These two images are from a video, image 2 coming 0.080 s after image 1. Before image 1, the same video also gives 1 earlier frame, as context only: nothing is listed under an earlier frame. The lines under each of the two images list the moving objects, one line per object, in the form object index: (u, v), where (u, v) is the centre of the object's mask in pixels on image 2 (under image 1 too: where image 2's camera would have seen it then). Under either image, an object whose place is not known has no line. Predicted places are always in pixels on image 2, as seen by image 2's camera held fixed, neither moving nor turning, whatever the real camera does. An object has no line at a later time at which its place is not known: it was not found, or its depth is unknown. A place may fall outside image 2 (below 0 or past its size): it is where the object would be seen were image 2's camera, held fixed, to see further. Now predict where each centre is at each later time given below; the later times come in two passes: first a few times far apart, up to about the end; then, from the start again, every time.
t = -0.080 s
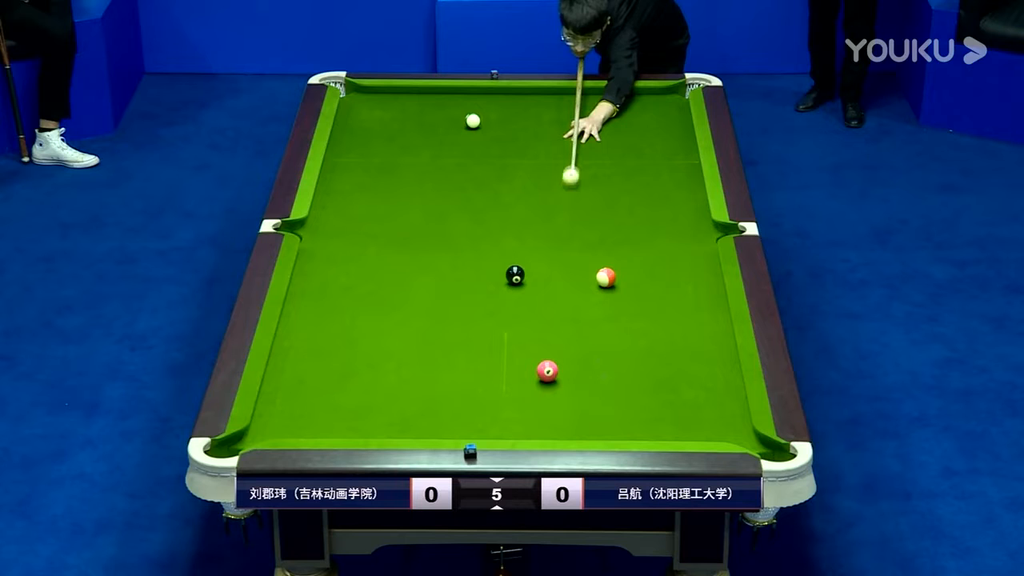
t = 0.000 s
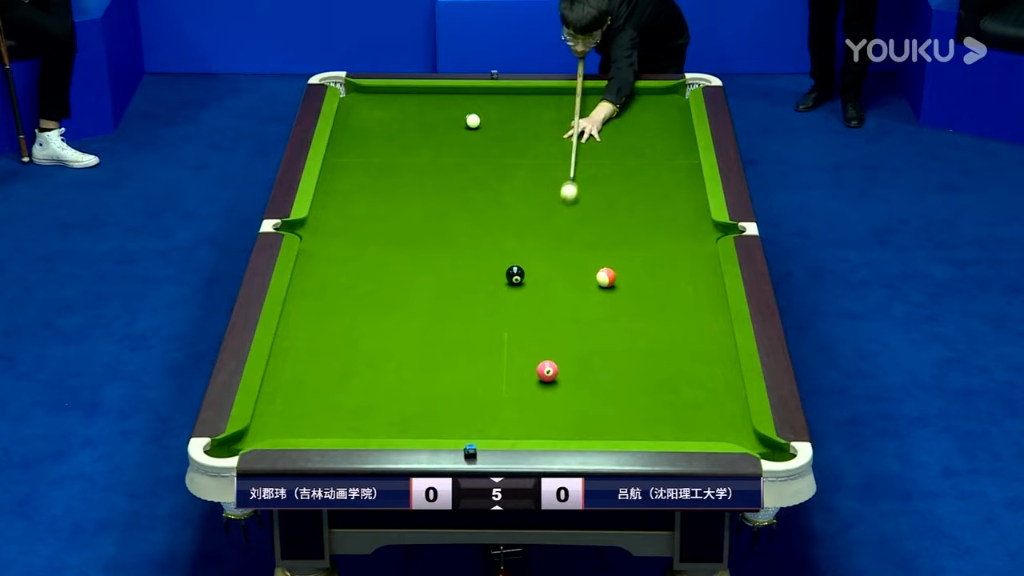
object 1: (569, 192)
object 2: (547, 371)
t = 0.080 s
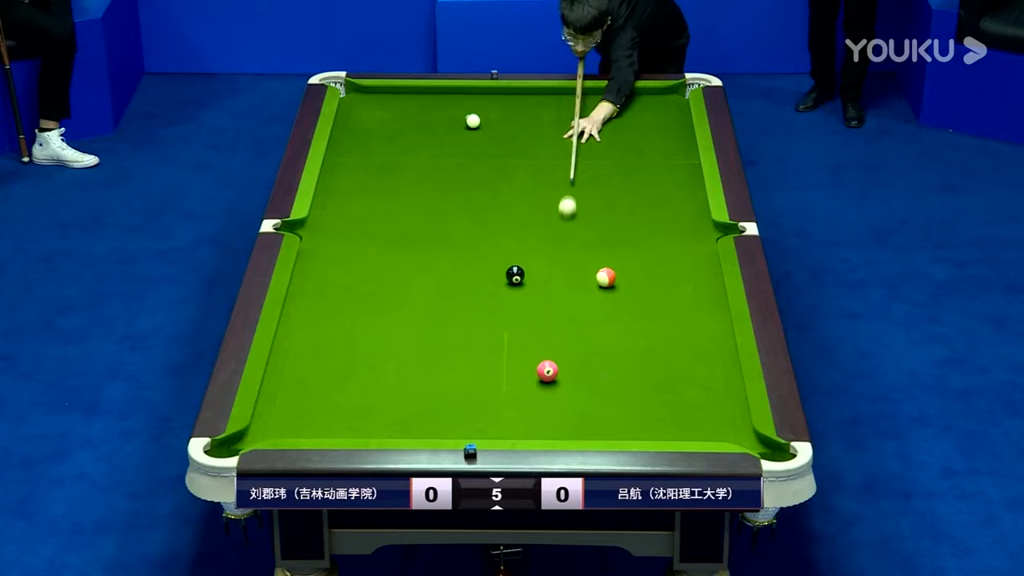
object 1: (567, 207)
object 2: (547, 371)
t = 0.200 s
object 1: (565, 227)
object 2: (547, 371)
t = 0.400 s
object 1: (562, 256)
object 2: (547, 371)
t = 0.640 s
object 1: (558, 293)
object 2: (547, 371)
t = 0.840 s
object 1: (555, 326)
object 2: (547, 371)
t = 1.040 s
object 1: (552, 356)
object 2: (547, 372)
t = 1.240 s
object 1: (558, 368)
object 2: (537, 397)
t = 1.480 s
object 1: (565, 378)
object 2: (526, 425)
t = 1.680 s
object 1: (571, 387)
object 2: (519, 429)
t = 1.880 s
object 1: (576, 394)
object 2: (513, 415)
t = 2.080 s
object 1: (580, 401)
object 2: (509, 400)
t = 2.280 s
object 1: (585, 408)
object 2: (504, 386)
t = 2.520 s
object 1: (590, 415)
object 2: (499, 371)
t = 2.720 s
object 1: (593, 421)
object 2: (495, 359)
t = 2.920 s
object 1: (596, 425)
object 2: (491, 349)
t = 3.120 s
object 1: (599, 429)
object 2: (488, 339)
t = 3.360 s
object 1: (602, 431)
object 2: (484, 328)
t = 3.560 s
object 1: (604, 433)
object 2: (481, 319)
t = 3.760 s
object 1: (606, 434)
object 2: (478, 312)
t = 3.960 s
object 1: (606, 434)
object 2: (476, 305)
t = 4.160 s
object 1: (606, 433)
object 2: (473, 298)
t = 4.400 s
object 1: (606, 433)
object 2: (470, 292)
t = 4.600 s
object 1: (606, 433)
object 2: (467, 286)
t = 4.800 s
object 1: (606, 433)
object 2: (465, 282)
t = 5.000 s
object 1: (606, 433)
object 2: (462, 278)
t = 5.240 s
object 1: (606, 433)
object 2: (459, 274)
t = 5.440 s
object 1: (606, 433)
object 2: (457, 271)
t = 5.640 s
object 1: (606, 433)
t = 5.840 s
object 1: (606, 433)
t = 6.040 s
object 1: (606, 433)
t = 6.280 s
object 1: (606, 433)
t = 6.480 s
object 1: (606, 433)
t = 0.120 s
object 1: (566, 214)
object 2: (547, 371)
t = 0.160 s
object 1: (566, 221)
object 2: (547, 371)
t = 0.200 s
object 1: (565, 227)
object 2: (547, 371)
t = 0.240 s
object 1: (564, 233)
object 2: (547, 371)
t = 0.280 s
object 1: (564, 239)
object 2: (547, 371)
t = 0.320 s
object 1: (563, 245)
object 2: (547, 371)
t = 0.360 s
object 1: (562, 250)
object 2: (547, 371)
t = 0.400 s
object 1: (562, 256)
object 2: (547, 371)
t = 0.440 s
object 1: (561, 262)
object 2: (547, 371)
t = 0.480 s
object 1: (561, 268)
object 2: (547, 371)
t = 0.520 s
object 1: (560, 274)
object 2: (547, 371)
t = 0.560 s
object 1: (559, 281)
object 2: (547, 371)
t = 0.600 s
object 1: (559, 287)
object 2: (547, 371)
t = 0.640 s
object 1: (558, 293)
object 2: (547, 371)
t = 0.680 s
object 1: (557, 300)
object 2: (547, 371)
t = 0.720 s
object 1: (557, 307)
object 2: (547, 371)
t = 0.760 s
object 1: (556, 313)
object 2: (547, 371)
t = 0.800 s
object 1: (556, 320)
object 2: (547, 371)
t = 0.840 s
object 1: (555, 326)
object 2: (547, 371)
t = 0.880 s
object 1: (554, 333)
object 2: (547, 371)
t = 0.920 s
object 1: (553, 340)
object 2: (547, 371)
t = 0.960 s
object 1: (553, 346)
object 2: (547, 371)
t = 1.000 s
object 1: (553, 351)
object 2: (547, 371)
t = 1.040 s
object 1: (552, 356)
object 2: (547, 372)
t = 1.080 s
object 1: (554, 360)
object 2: (545, 377)
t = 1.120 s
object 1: (555, 363)
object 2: (543, 383)
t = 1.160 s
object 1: (556, 365)
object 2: (541, 388)
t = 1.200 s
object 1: (557, 366)
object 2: (539, 392)
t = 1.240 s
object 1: (558, 368)
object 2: (537, 397)
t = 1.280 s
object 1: (559, 370)
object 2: (535, 402)
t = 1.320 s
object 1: (560, 372)
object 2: (533, 406)
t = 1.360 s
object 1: (562, 373)
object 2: (531, 411)
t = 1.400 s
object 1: (563, 375)
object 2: (530, 416)
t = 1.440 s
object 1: (564, 377)
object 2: (528, 420)
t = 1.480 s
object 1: (565, 378)
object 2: (526, 425)
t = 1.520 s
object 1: (566, 380)
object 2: (524, 428)
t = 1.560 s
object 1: (567, 382)
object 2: (523, 431)
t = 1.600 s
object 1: (569, 383)
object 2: (521, 433)
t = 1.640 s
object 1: (570, 385)
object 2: (520, 431)
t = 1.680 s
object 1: (571, 387)
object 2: (519, 429)
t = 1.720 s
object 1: (572, 388)
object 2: (518, 427)
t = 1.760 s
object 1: (573, 390)
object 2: (517, 424)
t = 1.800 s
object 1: (574, 391)
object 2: (516, 421)
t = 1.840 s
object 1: (575, 392)
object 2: (514, 417)
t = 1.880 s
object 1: (576, 394)
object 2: (513, 415)
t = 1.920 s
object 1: (577, 395)
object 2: (513, 411)
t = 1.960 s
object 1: (578, 397)
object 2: (511, 408)
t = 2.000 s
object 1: (579, 398)
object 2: (511, 406)
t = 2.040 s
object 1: (580, 400)
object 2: (510, 403)
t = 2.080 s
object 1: (580, 401)
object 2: (509, 400)
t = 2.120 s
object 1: (581, 403)
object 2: (508, 397)
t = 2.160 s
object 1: (582, 404)
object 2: (507, 394)
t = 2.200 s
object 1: (583, 405)
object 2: (506, 391)
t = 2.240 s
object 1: (584, 407)
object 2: (505, 389)
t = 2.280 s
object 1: (585, 408)
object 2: (504, 386)
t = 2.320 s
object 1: (586, 409)
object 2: (503, 383)
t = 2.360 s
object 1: (587, 410)
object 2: (502, 381)
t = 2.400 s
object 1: (588, 412)
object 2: (501, 378)
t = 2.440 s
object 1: (588, 413)
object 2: (501, 376)
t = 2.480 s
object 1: (589, 414)
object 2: (500, 373)
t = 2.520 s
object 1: (590, 415)
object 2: (499, 371)
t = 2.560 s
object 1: (590, 416)
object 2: (498, 369)
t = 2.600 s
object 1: (591, 417)
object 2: (497, 366)
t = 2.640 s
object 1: (592, 418)
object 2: (496, 364)
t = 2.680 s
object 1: (592, 420)
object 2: (495, 362)
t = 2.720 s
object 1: (593, 421)
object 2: (495, 359)
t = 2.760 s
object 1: (594, 422)
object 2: (494, 357)
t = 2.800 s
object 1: (594, 423)
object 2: (493, 355)
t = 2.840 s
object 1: (595, 423)
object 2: (493, 353)
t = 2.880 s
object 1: (595, 424)
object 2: (492, 351)
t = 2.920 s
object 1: (596, 425)
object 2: (491, 349)
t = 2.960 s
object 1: (596, 426)
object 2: (490, 346)
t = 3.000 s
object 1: (597, 427)
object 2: (490, 344)
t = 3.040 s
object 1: (598, 428)
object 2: (489, 342)
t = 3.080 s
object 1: (598, 428)
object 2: (489, 341)
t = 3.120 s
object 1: (599, 429)
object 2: (488, 339)
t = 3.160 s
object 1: (599, 430)
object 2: (487, 337)
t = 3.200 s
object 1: (600, 430)
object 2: (487, 335)
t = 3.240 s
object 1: (600, 430)
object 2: (486, 333)
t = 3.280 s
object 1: (601, 431)
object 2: (485, 331)
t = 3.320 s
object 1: (601, 431)
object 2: (485, 329)
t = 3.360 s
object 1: (602, 431)
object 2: (484, 328)
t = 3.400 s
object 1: (602, 432)
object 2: (483, 326)
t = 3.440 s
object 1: (602, 432)
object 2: (483, 324)
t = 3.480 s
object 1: (603, 433)
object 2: (482, 323)
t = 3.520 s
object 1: (604, 433)
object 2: (482, 321)
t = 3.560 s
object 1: (604, 433)
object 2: (481, 319)
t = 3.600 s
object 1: (604, 434)
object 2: (481, 318)
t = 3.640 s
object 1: (605, 434)
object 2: (480, 316)
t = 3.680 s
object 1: (605, 434)
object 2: (480, 315)
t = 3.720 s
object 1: (606, 434)
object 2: (479, 313)
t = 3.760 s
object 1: (606, 434)
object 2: (478, 312)
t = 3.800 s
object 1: (606, 434)
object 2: (478, 310)
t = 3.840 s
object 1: (606, 434)
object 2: (477, 309)
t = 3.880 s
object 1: (606, 434)
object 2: (477, 307)
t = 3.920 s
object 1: (606, 434)
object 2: (476, 306)
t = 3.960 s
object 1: (606, 434)
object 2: (476, 305)
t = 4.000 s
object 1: (606, 434)
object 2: (475, 303)
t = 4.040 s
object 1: (606, 433)
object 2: (475, 302)
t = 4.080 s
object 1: (606, 433)
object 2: (474, 301)
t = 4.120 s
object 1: (606, 433)
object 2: (473, 300)
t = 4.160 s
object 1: (606, 433)
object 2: (473, 298)
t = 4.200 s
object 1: (606, 433)
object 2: (472, 297)
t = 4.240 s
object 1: (606, 433)
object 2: (472, 296)
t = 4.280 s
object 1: (606, 433)
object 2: (471, 295)
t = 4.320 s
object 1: (606, 433)
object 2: (470, 294)
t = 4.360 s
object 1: (606, 433)
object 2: (470, 293)
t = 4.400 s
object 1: (606, 433)
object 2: (470, 292)
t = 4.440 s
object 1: (606, 433)
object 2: (469, 290)
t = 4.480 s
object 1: (606, 433)
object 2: (469, 289)
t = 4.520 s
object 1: (606, 433)
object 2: (468, 288)
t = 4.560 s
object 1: (606, 433)
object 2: (468, 287)
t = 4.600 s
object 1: (606, 433)
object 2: (467, 286)
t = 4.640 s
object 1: (606, 433)
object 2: (467, 285)
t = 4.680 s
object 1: (606, 433)
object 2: (466, 285)
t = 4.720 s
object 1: (606, 433)
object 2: (466, 284)
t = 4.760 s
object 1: (606, 433)
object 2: (465, 283)
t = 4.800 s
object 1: (606, 433)
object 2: (465, 282)
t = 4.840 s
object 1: (606, 433)
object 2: (464, 281)
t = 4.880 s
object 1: (606, 433)
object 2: (464, 280)
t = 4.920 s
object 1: (606, 433)
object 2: (463, 280)
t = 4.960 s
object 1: (606, 433)
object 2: (463, 279)
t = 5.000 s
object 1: (606, 433)
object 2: (462, 278)
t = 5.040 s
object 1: (606, 433)
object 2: (462, 277)
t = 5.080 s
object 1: (606, 433)
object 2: (461, 276)
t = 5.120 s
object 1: (606, 433)
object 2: (461, 276)
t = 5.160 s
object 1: (606, 433)
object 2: (460, 275)
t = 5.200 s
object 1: (606, 433)
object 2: (460, 274)
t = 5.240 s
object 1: (606, 433)
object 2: (459, 274)
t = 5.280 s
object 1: (606, 433)
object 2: (459, 273)
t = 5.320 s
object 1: (606, 433)
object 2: (458, 273)
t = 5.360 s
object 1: (606, 433)
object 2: (458, 272)
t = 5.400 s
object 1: (606, 433)
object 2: (457, 271)
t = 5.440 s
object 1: (606, 433)
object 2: (457, 271)
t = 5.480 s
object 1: (606, 433)
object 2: (457, 270)
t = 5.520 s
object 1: (606, 433)
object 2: (457, 270)
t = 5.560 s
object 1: (606, 433)
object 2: (456, 269)
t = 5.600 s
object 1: (606, 433)
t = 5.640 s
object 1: (606, 433)
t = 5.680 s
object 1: (606, 433)
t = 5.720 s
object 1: (606, 433)
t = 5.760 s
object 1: (606, 433)
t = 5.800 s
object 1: (606, 433)
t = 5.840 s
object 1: (606, 433)
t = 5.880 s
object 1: (606, 433)
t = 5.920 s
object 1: (606, 433)
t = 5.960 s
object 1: (606, 433)
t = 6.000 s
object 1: (606, 433)
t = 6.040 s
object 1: (606, 433)
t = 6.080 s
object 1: (606, 433)
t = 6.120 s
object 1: (606, 433)
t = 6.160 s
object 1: (606, 433)
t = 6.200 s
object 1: (606, 433)
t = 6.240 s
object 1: (606, 433)
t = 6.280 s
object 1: (606, 433)
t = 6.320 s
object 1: (606, 433)
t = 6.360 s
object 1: (606, 433)
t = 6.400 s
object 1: (606, 433)
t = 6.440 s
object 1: (606, 433)
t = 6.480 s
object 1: (606, 433)
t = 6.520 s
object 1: (606, 433)
